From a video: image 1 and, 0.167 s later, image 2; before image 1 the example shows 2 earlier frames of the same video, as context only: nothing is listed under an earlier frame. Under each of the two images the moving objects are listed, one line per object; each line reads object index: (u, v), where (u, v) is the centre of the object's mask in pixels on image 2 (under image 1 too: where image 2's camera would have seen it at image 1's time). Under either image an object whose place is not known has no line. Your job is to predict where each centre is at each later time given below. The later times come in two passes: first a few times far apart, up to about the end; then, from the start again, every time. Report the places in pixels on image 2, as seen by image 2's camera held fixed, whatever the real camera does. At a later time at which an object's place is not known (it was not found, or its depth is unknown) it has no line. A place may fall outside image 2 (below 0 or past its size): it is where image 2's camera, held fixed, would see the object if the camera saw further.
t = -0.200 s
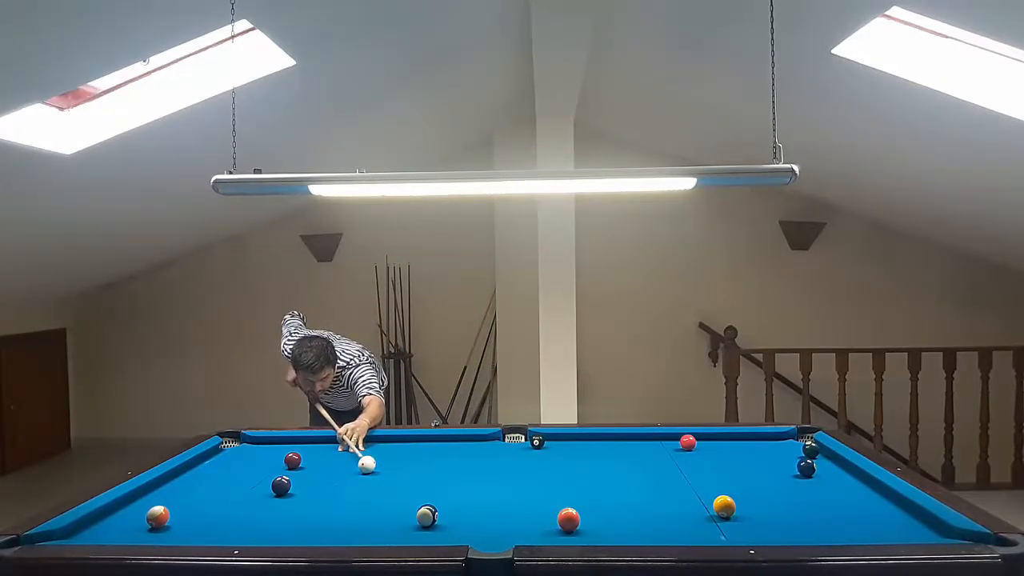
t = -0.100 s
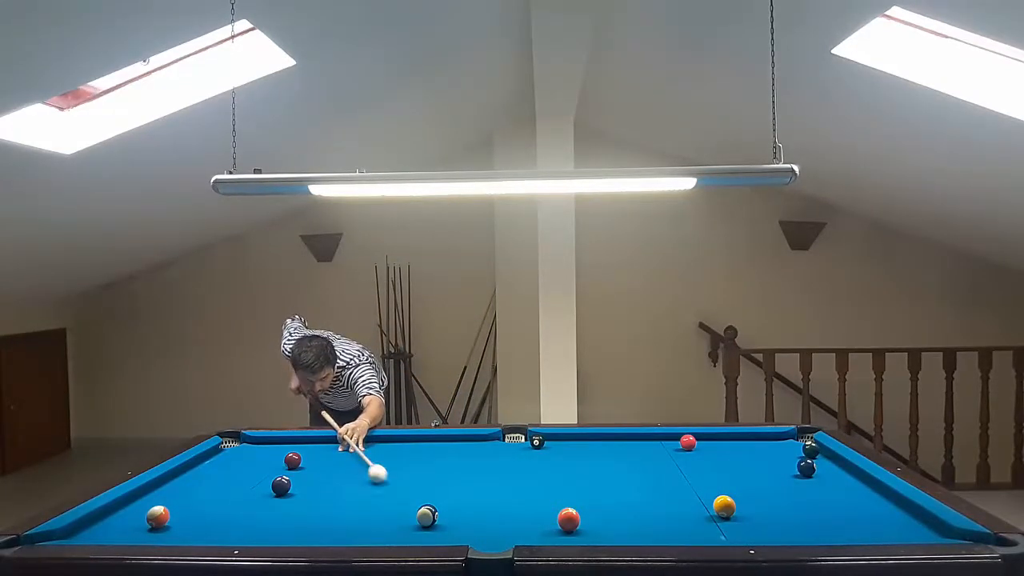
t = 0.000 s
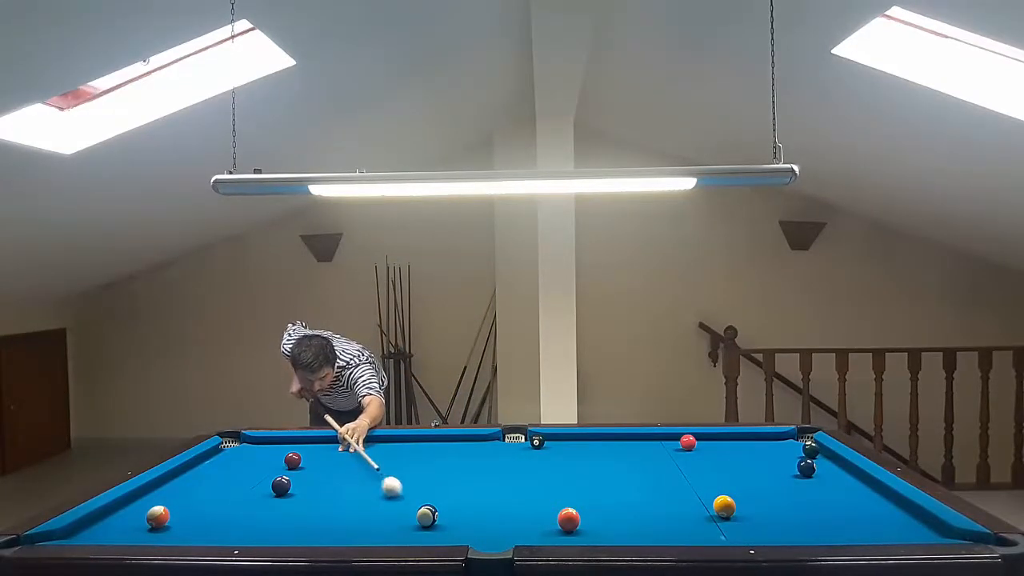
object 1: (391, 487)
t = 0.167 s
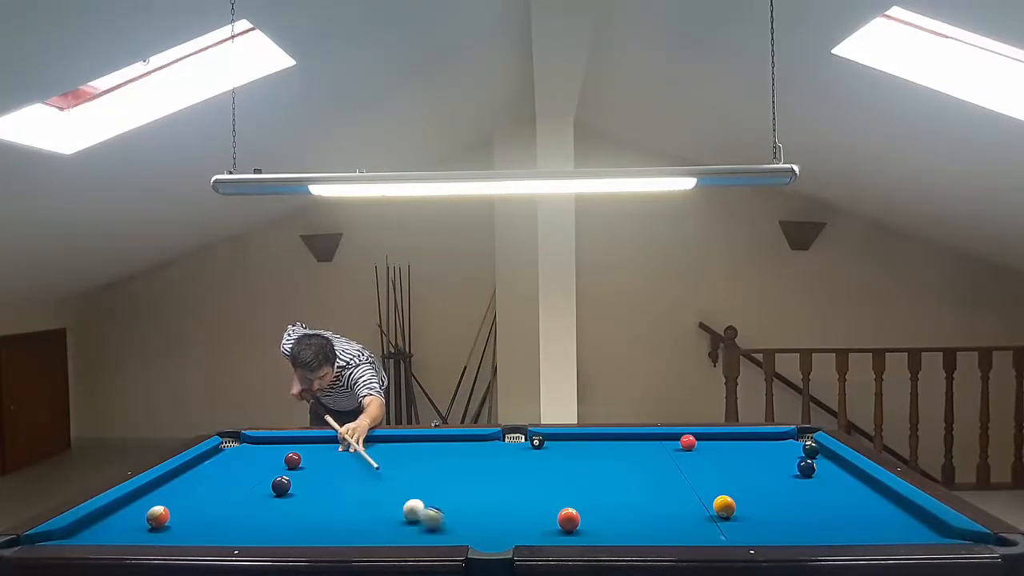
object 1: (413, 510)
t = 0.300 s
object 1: (405, 517)
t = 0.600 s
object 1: (393, 533)
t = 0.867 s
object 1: (395, 530)
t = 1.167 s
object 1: (401, 522)
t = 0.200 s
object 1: (411, 512)
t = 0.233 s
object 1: (408, 514)
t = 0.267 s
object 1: (406, 516)
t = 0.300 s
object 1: (405, 517)
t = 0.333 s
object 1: (404, 520)
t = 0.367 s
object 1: (402, 522)
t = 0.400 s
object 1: (401, 524)
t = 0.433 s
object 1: (400, 527)
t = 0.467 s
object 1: (398, 528)
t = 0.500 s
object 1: (397, 529)
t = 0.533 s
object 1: (396, 531)
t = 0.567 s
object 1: (394, 532)
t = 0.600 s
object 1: (393, 533)
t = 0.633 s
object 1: (391, 535)
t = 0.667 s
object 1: (391, 535)
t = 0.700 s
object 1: (392, 534)
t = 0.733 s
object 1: (392, 534)
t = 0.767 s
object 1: (393, 533)
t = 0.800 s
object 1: (394, 532)
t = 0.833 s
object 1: (395, 531)
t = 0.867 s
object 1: (395, 530)
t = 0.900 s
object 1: (396, 530)
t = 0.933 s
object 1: (397, 529)
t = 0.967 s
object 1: (397, 529)
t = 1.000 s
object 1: (398, 528)
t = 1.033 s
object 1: (398, 527)
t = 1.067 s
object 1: (399, 527)
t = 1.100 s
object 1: (400, 524)
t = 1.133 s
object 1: (401, 523)
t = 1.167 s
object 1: (401, 522)
